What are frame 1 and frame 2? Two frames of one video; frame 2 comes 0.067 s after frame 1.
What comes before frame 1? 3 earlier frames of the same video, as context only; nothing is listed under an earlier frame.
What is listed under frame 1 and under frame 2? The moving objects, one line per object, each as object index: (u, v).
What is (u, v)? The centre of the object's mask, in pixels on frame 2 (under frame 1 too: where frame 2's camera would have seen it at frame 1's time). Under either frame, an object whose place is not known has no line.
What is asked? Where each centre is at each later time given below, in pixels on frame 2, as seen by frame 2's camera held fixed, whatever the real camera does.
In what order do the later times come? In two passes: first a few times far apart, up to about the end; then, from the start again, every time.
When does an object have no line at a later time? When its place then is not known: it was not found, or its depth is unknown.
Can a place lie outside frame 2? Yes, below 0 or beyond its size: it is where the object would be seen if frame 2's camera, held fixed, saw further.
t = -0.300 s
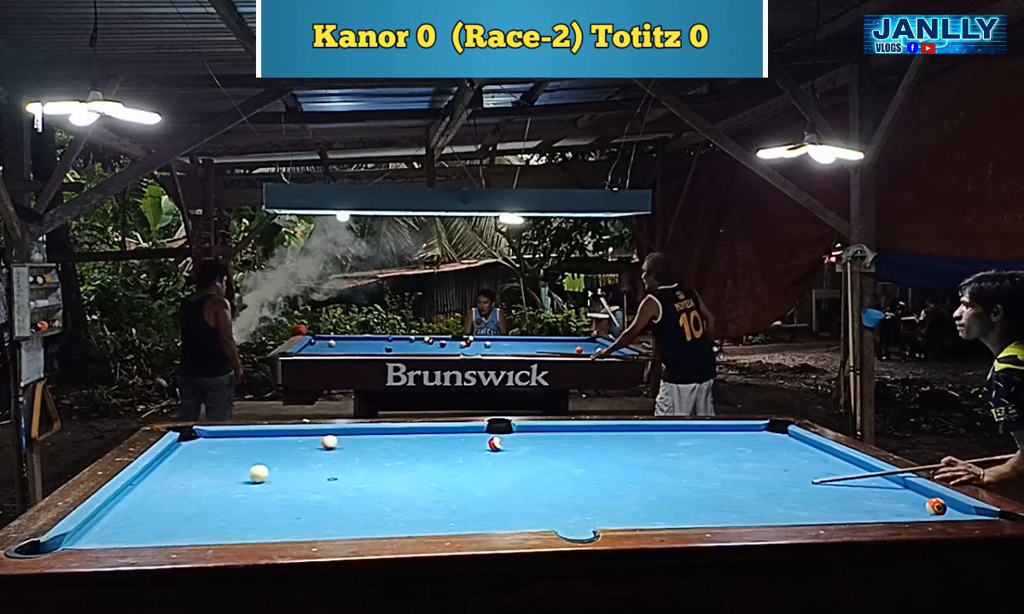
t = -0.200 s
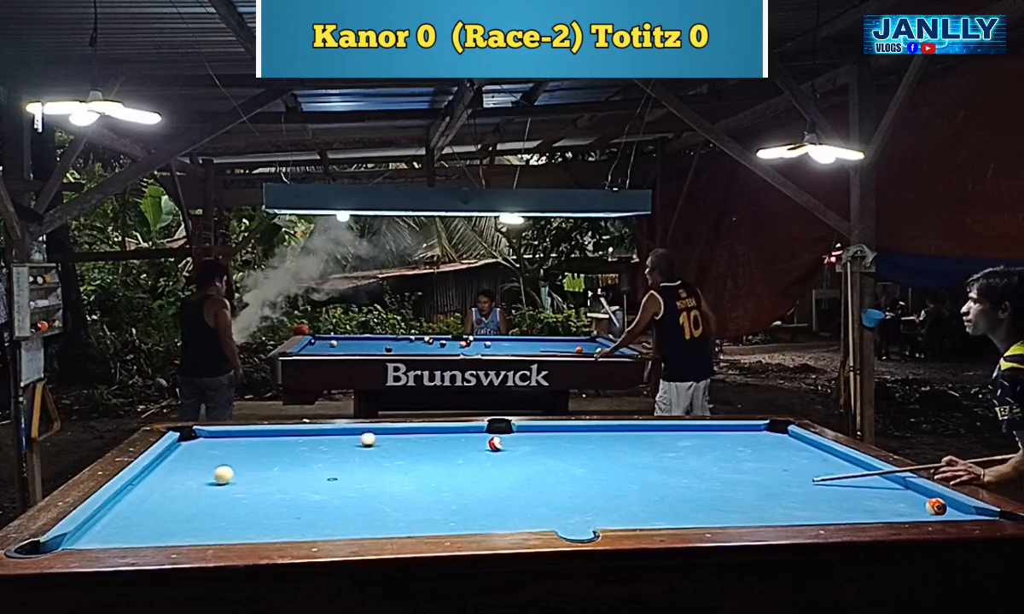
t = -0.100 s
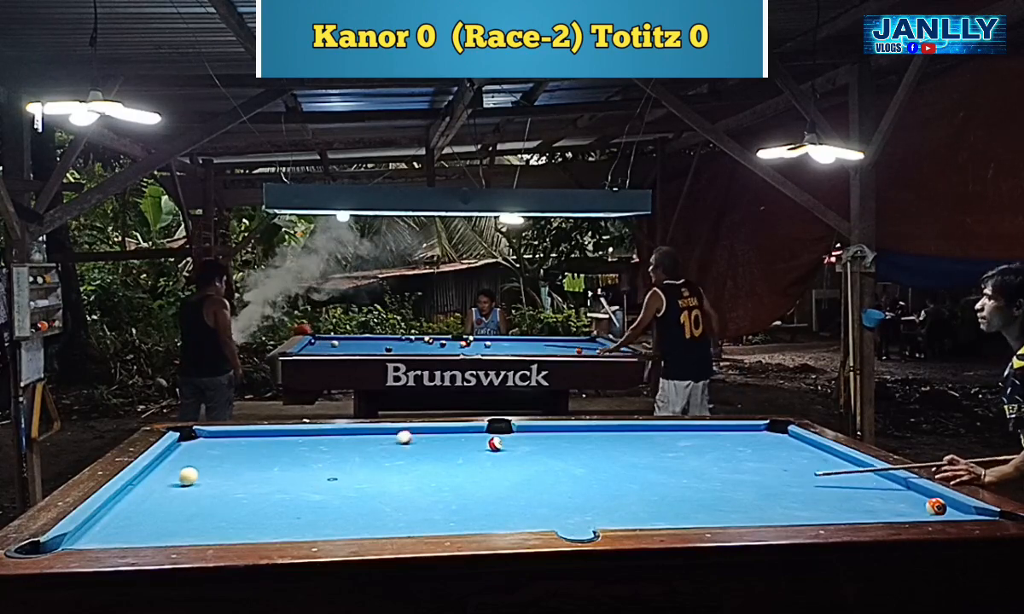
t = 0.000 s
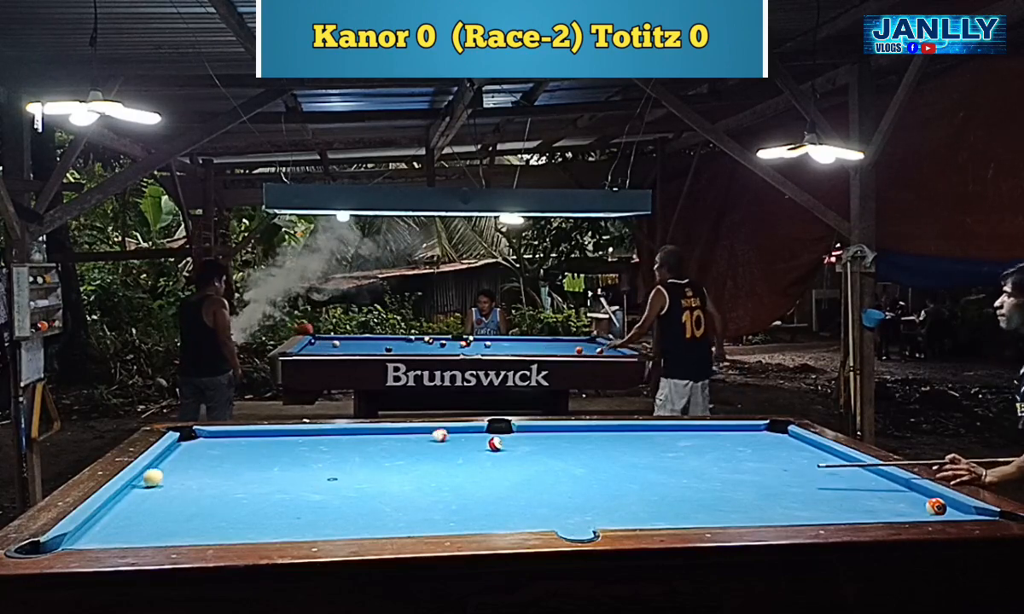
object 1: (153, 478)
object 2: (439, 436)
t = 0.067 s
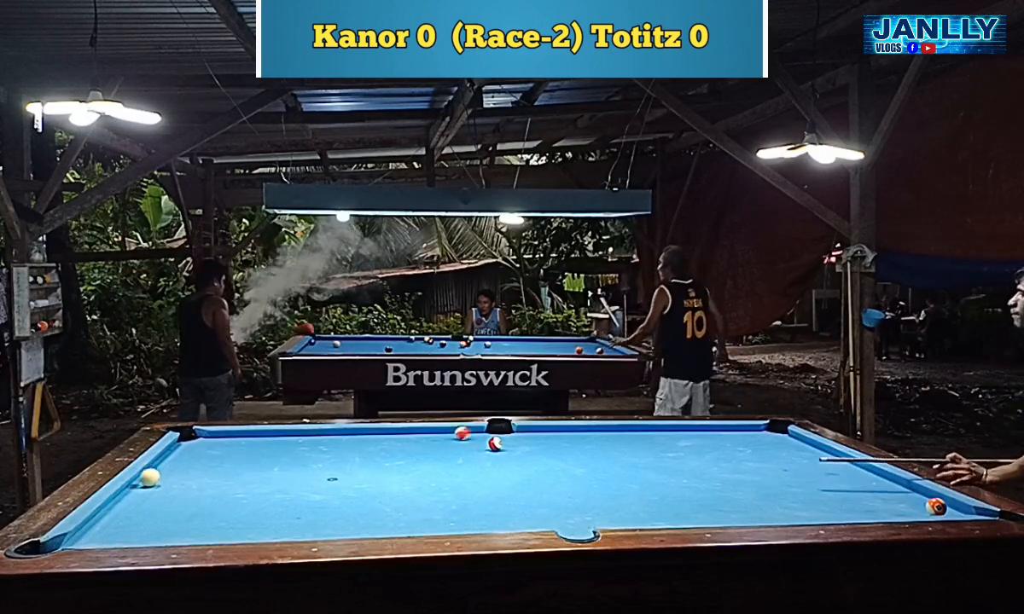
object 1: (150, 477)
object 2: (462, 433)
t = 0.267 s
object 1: (186, 474)
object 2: (526, 430)
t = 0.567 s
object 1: (234, 470)
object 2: (613, 431)
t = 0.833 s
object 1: (273, 466)
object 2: (687, 432)
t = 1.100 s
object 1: (309, 463)
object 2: (759, 434)
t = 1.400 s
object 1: (344, 459)
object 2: (774, 438)
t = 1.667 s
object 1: (372, 457)
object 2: (749, 442)
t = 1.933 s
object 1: (399, 455)
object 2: (725, 447)
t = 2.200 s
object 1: (422, 452)
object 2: (700, 452)
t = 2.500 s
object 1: (445, 450)
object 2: (672, 456)
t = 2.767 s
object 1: (463, 448)
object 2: (647, 461)
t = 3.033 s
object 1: (479, 446)
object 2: (623, 465)
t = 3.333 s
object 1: (488, 446)
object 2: (596, 471)
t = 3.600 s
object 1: (491, 446)
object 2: (571, 476)
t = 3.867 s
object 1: (493, 446)
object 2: (546, 480)
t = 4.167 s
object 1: (493, 446)
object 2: (518, 486)
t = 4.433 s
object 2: (495, 490)
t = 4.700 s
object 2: (471, 495)
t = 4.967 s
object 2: (448, 500)
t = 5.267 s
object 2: (424, 505)
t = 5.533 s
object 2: (403, 509)
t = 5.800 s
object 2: (384, 513)
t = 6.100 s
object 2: (365, 517)
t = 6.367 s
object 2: (350, 520)
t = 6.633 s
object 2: (337, 523)
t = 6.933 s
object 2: (325, 525)
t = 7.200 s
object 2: (316, 526)
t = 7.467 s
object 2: (308, 527)
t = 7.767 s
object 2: (304, 527)
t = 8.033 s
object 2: (302, 528)
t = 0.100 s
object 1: (157, 477)
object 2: (473, 433)
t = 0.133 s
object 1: (163, 476)
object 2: (484, 432)
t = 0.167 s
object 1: (168, 476)
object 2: (495, 430)
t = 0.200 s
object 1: (174, 475)
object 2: (506, 430)
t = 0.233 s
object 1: (180, 475)
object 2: (515, 430)
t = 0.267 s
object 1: (186, 474)
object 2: (526, 430)
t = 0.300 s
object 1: (191, 474)
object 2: (536, 429)
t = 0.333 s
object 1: (197, 473)
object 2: (546, 429)
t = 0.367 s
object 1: (202, 473)
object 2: (556, 429)
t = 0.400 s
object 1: (208, 472)
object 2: (565, 430)
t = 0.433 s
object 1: (213, 472)
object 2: (575, 430)
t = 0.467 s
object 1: (218, 471)
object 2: (585, 430)
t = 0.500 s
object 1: (224, 471)
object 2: (594, 430)
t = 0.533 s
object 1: (229, 470)
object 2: (604, 430)
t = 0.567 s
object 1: (234, 470)
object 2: (613, 431)
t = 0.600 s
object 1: (239, 469)
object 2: (622, 431)
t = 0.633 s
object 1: (244, 469)
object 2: (632, 431)
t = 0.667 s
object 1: (249, 469)
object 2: (641, 431)
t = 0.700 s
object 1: (254, 468)
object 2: (650, 432)
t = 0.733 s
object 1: (259, 468)
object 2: (660, 431)
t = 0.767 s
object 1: (264, 467)
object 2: (669, 431)
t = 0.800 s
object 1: (268, 467)
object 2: (678, 432)
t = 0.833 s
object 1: (273, 466)
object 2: (687, 432)
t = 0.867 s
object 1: (278, 466)
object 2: (696, 432)
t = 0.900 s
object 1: (282, 466)
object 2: (705, 432)
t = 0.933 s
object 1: (287, 465)
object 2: (715, 433)
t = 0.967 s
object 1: (291, 464)
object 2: (723, 433)
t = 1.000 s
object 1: (296, 464)
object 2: (732, 433)
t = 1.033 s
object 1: (300, 464)
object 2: (742, 433)
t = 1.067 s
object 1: (304, 463)
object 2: (751, 434)
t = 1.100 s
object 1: (309, 463)
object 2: (759, 434)
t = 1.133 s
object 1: (313, 462)
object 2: (769, 434)
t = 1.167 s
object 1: (317, 462)
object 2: (778, 434)
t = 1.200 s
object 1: (321, 462)
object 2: (786, 434)
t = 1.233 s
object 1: (325, 461)
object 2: (791, 434)
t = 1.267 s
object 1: (329, 461)
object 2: (786, 435)
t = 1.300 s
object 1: (333, 460)
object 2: (783, 436)
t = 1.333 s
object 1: (337, 460)
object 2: (779, 437)
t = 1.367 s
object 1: (340, 460)
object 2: (776, 437)
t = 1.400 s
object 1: (344, 459)
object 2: (774, 438)
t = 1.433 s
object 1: (348, 459)
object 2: (770, 438)
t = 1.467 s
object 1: (352, 459)
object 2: (767, 439)
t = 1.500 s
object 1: (355, 458)
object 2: (764, 440)
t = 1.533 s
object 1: (359, 458)
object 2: (761, 440)
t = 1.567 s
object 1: (362, 458)
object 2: (758, 440)
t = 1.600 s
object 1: (366, 457)
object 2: (754, 441)
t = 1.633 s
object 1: (369, 457)
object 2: (751, 442)
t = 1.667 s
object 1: (372, 457)
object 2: (749, 442)
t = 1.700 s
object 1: (376, 456)
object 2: (746, 442)
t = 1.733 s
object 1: (379, 456)
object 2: (743, 443)
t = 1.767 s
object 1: (383, 456)
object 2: (740, 444)
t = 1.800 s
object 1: (386, 456)
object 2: (737, 445)
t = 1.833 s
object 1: (389, 455)
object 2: (733, 445)
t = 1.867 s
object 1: (392, 455)
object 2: (730, 445)
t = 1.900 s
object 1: (395, 455)
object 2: (728, 446)
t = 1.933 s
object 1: (399, 455)
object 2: (725, 447)
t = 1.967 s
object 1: (401, 454)
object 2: (721, 447)
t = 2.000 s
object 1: (405, 454)
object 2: (719, 447)
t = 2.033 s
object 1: (408, 453)
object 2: (715, 448)
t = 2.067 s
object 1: (411, 453)
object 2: (712, 449)
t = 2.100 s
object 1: (413, 453)
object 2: (709, 450)
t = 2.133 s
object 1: (416, 452)
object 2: (706, 450)
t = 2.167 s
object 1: (419, 452)
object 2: (703, 451)
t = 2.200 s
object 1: (422, 452)
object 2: (700, 452)
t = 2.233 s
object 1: (425, 452)
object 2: (697, 452)
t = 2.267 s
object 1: (427, 451)
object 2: (694, 452)
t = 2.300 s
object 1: (430, 451)
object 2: (690, 452)
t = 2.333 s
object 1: (433, 451)
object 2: (687, 453)
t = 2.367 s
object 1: (435, 451)
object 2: (685, 454)
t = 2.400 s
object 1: (438, 450)
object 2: (682, 455)
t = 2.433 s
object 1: (440, 450)
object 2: (678, 455)
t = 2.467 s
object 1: (443, 450)
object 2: (675, 455)
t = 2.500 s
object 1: (445, 450)
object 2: (672, 456)
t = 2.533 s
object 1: (448, 449)
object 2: (669, 457)
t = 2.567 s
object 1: (450, 449)
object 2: (666, 457)
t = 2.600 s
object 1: (452, 449)
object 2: (663, 458)
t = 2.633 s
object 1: (454, 449)
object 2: (660, 458)
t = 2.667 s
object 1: (457, 448)
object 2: (656, 459)
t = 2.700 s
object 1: (459, 448)
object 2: (654, 460)
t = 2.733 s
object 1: (461, 448)
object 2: (651, 460)
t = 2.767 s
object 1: (463, 448)
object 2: (647, 461)
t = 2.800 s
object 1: (465, 448)
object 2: (644, 461)
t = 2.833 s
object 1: (467, 447)
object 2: (641, 462)
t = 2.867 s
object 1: (469, 447)
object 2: (638, 463)
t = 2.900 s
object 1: (471, 447)
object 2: (635, 463)
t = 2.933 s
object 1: (473, 447)
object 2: (632, 464)
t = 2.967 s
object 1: (475, 447)
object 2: (629, 464)
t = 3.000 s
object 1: (477, 446)
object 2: (626, 465)
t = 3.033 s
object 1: (479, 446)
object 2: (623, 465)
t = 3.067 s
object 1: (481, 446)
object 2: (620, 466)
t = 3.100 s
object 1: (483, 446)
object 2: (617, 467)
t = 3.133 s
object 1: (484, 446)
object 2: (614, 467)
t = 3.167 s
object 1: (485, 446)
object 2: (611, 468)
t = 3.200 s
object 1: (485, 446)
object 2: (607, 468)
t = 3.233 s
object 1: (486, 446)
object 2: (604, 469)
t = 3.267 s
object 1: (487, 446)
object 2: (602, 470)
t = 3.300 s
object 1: (487, 446)
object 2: (598, 471)
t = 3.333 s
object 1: (488, 446)
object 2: (596, 471)
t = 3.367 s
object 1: (489, 446)
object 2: (592, 471)
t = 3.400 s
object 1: (490, 446)
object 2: (589, 472)
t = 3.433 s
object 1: (490, 446)
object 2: (586, 473)
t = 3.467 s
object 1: (490, 446)
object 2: (583, 473)
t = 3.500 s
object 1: (491, 446)
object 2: (580, 474)
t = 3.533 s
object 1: (491, 446)
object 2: (577, 475)
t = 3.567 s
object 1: (491, 446)
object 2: (574, 475)
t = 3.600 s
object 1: (491, 446)
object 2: (571, 476)
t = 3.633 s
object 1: (492, 446)
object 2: (567, 476)
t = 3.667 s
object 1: (492, 446)
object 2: (564, 477)
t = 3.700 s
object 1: (492, 446)
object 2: (561, 478)
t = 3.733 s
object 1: (492, 446)
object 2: (558, 478)
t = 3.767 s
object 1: (492, 446)
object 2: (556, 479)
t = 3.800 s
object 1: (493, 446)
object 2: (552, 479)
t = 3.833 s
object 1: (493, 446)
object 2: (549, 480)
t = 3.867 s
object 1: (493, 446)
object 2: (546, 480)
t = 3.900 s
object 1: (493, 446)
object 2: (543, 481)
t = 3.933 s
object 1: (493, 446)
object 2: (540, 482)
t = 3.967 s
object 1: (493, 446)
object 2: (537, 482)
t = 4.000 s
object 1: (494, 446)
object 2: (533, 483)
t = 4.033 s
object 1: (494, 446)
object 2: (531, 484)
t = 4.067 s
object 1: (493, 446)
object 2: (527, 484)
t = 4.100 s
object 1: (493, 446)
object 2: (524, 484)
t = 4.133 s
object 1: (493, 446)
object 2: (521, 485)
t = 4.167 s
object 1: (493, 446)
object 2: (518, 486)
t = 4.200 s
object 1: (493, 446)
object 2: (516, 487)
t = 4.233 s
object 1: (493, 446)
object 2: (513, 487)
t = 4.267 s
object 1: (493, 446)
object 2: (509, 488)
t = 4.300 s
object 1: (493, 446)
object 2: (507, 488)
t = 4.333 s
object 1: (493, 446)
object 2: (503, 489)
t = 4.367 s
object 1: (493, 446)
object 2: (500, 489)
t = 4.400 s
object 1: (493, 446)
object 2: (497, 490)
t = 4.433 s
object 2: (495, 490)
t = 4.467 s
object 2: (491, 491)
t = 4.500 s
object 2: (489, 491)
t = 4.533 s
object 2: (485, 492)
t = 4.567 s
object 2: (482, 493)
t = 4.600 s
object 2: (479, 494)
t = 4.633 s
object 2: (477, 494)
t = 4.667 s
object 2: (474, 495)
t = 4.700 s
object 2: (471, 495)
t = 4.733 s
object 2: (468, 496)
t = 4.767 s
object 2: (465, 496)
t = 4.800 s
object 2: (462, 497)
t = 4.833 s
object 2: (459, 497)
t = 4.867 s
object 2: (456, 498)
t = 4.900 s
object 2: (454, 498)
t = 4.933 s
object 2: (451, 499)
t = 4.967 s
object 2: (448, 500)
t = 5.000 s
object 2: (445, 501)
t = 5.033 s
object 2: (443, 501)
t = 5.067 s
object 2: (439, 501)
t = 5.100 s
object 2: (437, 502)
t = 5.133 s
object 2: (434, 503)
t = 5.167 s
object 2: (431, 503)
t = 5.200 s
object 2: (429, 504)
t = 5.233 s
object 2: (426, 504)
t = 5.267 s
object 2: (424, 505)
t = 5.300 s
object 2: (421, 505)
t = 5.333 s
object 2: (418, 506)
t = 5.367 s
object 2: (416, 506)
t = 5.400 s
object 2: (413, 507)
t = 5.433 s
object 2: (410, 507)
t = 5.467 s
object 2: (408, 507)
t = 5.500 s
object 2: (405, 508)
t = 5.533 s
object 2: (403, 509)
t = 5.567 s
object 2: (400, 509)
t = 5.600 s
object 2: (398, 510)
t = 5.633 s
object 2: (395, 511)
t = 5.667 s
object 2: (393, 511)
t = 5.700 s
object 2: (391, 511)
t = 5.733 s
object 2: (389, 512)
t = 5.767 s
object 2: (386, 512)
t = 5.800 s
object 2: (384, 513)
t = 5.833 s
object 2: (382, 513)
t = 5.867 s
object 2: (380, 514)
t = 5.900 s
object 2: (378, 514)
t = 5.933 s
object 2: (375, 515)
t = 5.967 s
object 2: (373, 515)
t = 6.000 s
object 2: (371, 516)
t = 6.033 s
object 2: (369, 516)
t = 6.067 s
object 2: (367, 517)
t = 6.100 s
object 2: (365, 517)
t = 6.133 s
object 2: (363, 517)
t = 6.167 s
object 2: (361, 518)
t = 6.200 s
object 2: (360, 518)
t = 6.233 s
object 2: (358, 518)
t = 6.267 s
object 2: (356, 519)
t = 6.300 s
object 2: (353, 519)
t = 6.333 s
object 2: (352, 519)
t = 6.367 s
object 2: (350, 520)
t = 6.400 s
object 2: (348, 520)
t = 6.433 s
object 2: (346, 521)
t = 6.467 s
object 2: (344, 521)
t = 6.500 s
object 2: (343, 521)
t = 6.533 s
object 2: (341, 522)
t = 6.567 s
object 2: (340, 522)
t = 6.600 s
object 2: (338, 523)
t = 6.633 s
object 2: (337, 523)
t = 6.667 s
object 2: (335, 523)
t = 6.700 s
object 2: (334, 523)
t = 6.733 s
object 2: (333, 523)
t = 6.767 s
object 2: (331, 524)
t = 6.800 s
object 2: (330, 524)
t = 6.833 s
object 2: (329, 524)
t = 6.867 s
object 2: (327, 524)
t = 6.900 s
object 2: (326, 524)
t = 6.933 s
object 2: (325, 525)
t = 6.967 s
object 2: (324, 525)
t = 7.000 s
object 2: (323, 525)
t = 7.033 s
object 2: (322, 525)
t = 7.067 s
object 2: (321, 526)
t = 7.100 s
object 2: (320, 526)
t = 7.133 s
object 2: (318, 526)
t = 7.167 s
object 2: (317, 526)
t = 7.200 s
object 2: (316, 526)
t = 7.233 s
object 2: (315, 526)
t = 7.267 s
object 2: (314, 526)
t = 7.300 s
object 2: (313, 526)
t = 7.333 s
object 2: (312, 526)
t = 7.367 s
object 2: (311, 527)
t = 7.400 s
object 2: (310, 527)
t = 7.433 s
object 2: (309, 527)
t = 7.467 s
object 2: (308, 527)
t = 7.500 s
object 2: (308, 527)
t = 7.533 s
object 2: (307, 527)
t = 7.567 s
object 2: (307, 527)
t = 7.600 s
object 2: (306, 527)
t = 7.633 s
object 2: (305, 527)
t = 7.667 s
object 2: (305, 527)
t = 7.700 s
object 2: (305, 527)
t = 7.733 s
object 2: (304, 527)
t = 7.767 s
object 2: (304, 527)
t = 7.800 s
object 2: (303, 527)
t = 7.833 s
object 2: (303, 527)
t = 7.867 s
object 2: (303, 528)
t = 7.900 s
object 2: (302, 528)
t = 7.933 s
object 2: (302, 528)
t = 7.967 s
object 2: (302, 528)
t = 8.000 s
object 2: (302, 528)
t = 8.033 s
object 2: (302, 528)
